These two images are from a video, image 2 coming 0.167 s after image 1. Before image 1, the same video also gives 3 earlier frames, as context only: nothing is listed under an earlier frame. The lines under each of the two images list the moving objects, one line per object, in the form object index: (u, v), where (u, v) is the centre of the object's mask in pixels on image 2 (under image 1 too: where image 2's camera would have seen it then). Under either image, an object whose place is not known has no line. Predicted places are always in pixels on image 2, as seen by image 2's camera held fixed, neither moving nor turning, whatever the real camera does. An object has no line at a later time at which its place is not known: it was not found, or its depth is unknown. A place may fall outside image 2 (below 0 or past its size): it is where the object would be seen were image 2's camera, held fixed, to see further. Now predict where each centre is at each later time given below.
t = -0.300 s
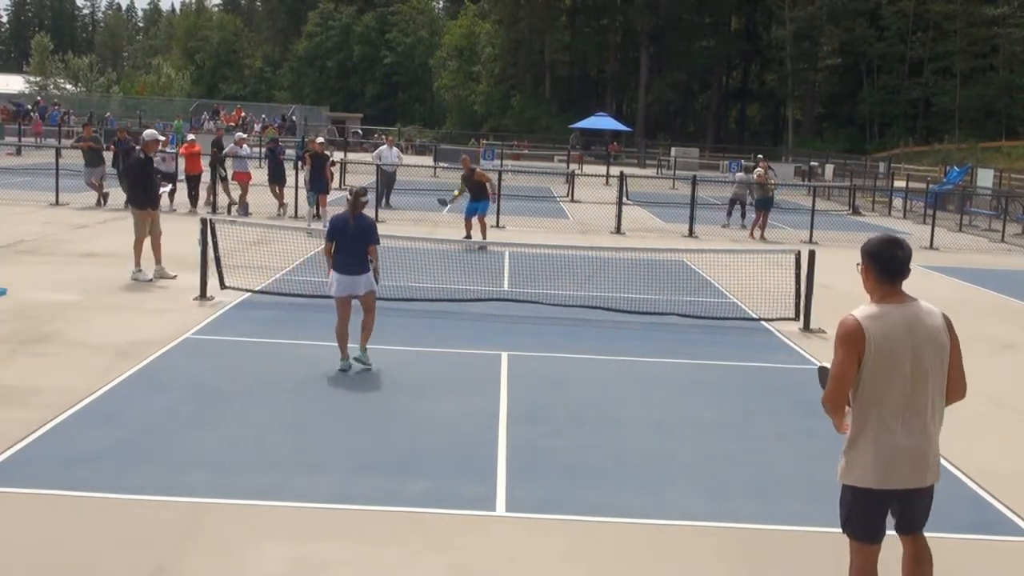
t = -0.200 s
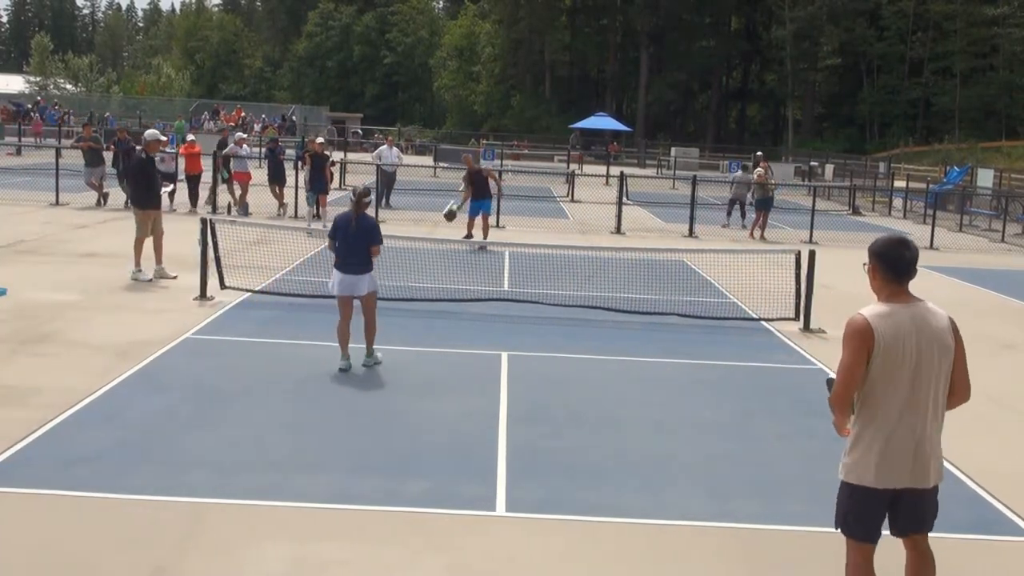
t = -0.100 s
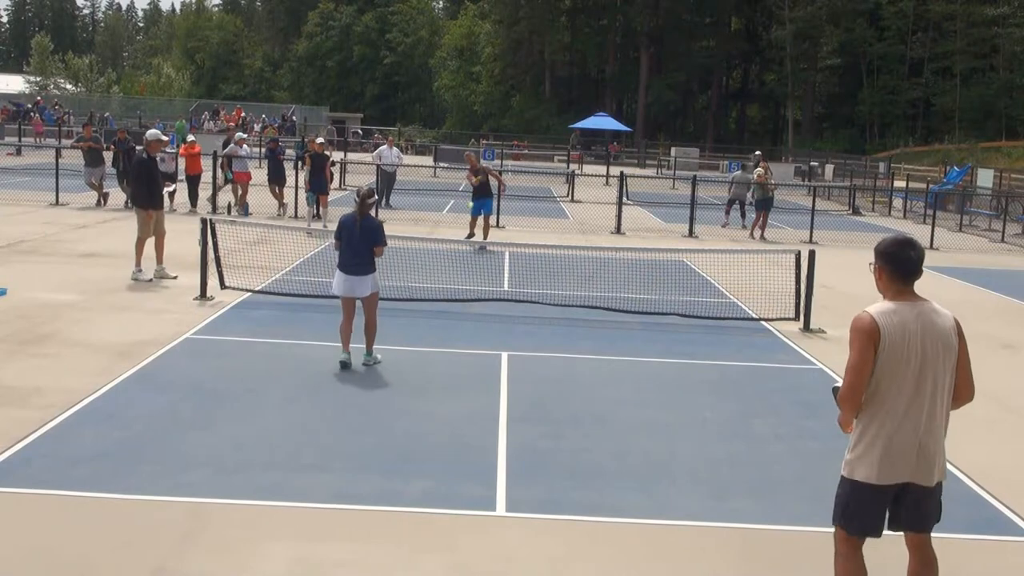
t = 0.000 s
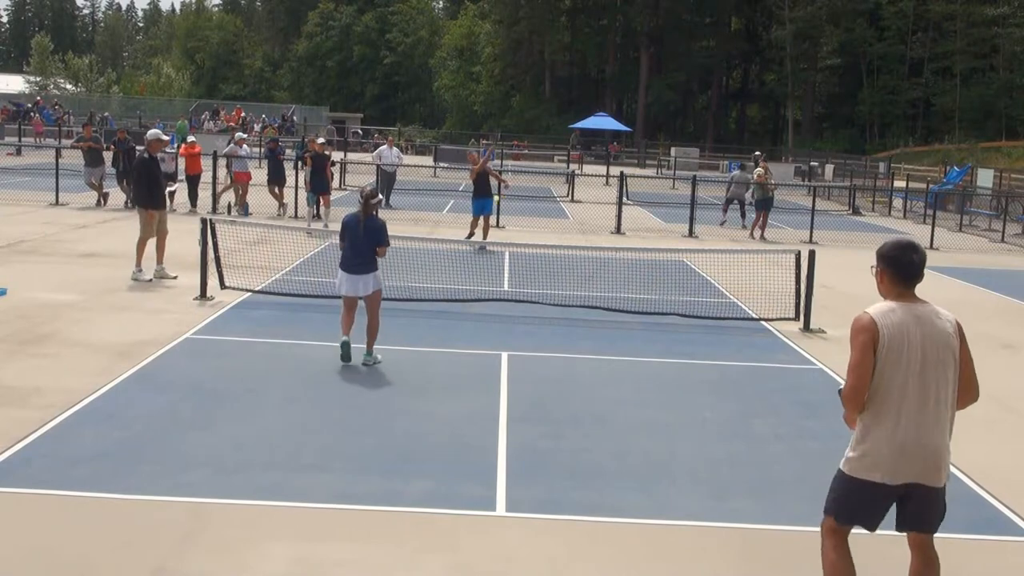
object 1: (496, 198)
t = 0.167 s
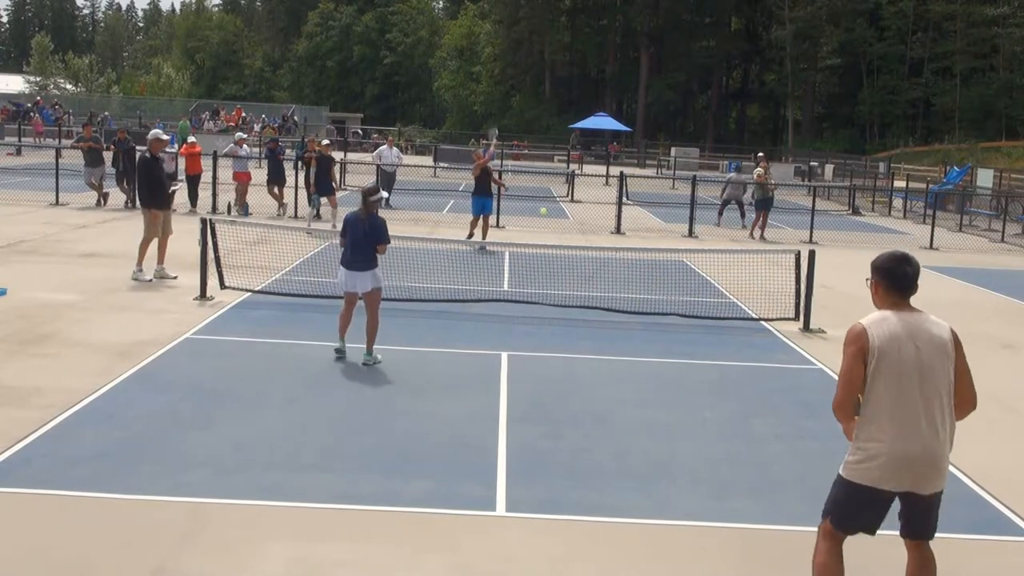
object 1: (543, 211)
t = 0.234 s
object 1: (564, 225)
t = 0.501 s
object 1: (663, 366)
